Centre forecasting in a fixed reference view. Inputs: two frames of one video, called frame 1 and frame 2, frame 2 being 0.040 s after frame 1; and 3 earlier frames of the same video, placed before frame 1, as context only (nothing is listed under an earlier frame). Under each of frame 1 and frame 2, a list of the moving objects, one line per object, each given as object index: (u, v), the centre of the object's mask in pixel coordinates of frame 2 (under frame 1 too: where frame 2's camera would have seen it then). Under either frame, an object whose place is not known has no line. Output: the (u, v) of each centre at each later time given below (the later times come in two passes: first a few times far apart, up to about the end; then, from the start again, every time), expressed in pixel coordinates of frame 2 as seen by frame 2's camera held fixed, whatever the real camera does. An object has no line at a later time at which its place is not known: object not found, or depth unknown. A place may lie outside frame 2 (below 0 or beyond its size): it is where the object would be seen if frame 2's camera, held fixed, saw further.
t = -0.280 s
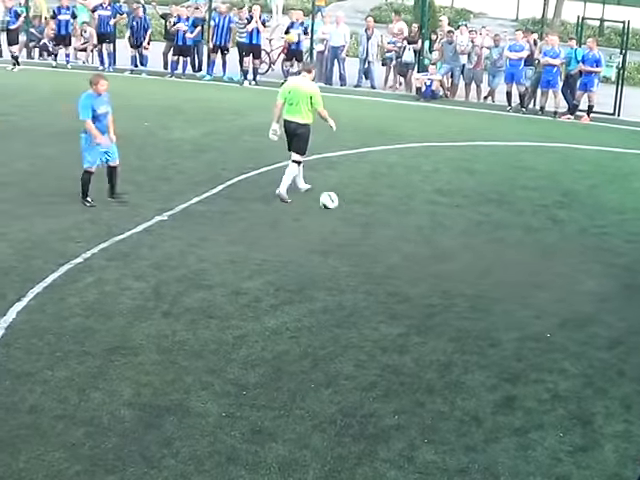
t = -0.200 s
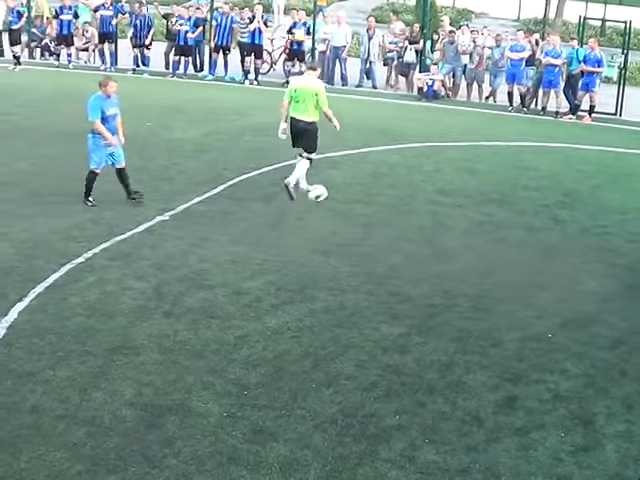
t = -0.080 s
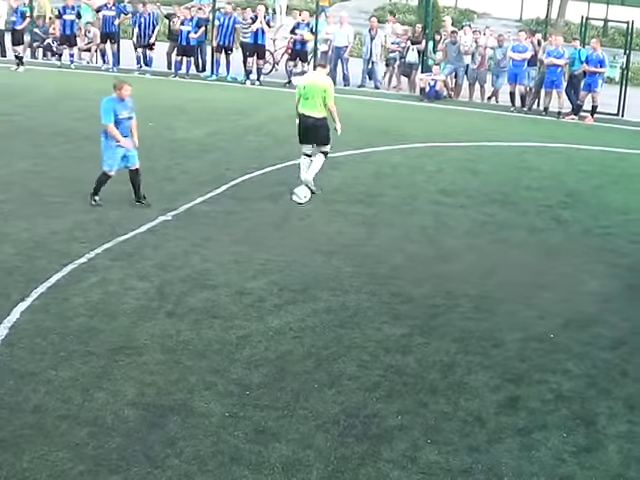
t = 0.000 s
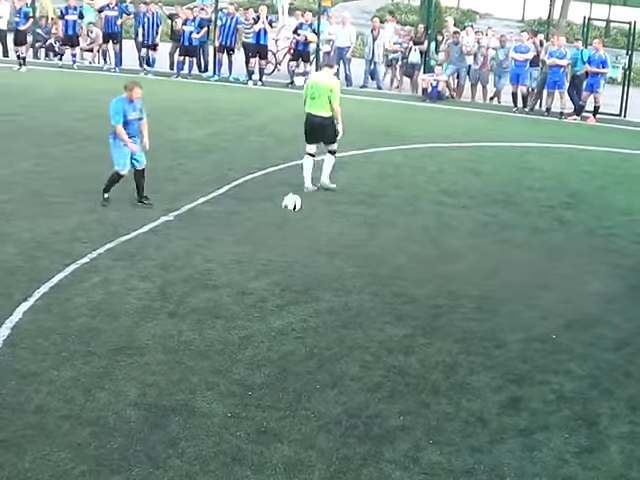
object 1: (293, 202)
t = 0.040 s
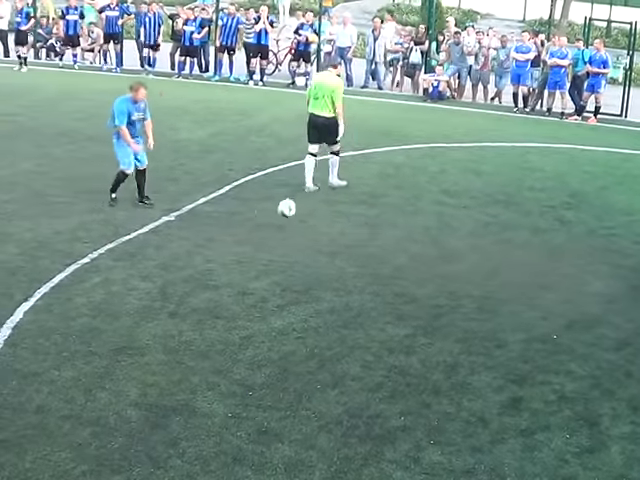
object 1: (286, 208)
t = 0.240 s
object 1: (257, 210)
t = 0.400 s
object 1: (236, 213)
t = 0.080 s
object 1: (281, 213)
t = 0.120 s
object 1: (274, 220)
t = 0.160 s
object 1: (269, 216)
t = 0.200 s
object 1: (263, 213)
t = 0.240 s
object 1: (257, 210)
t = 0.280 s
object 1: (253, 210)
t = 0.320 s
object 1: (247, 210)
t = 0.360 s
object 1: (242, 213)
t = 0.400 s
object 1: (236, 213)
